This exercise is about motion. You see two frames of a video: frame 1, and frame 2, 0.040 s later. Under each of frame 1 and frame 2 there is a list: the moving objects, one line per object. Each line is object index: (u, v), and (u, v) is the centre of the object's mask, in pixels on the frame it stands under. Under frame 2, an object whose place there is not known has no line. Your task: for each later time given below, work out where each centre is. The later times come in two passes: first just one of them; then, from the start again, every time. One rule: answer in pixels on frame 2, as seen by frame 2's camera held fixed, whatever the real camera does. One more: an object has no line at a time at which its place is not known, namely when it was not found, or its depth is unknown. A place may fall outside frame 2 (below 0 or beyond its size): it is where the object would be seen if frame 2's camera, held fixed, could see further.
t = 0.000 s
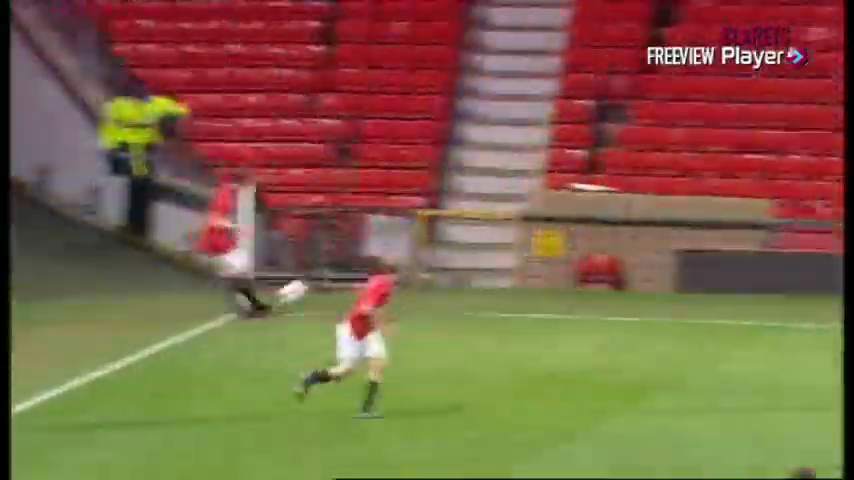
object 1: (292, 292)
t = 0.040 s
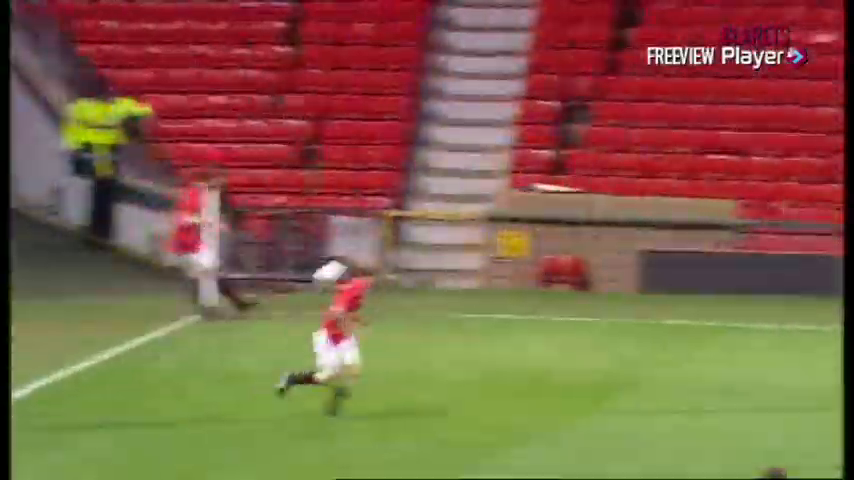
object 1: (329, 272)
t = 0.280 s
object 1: (754, 167)
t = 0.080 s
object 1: (400, 253)
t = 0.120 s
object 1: (474, 234)
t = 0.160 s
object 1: (543, 217)
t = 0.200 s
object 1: (612, 200)
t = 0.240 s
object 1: (684, 185)
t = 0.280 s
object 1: (754, 167)
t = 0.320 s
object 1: (827, 151)
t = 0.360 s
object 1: (900, 135)
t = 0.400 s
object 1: (974, 119)
